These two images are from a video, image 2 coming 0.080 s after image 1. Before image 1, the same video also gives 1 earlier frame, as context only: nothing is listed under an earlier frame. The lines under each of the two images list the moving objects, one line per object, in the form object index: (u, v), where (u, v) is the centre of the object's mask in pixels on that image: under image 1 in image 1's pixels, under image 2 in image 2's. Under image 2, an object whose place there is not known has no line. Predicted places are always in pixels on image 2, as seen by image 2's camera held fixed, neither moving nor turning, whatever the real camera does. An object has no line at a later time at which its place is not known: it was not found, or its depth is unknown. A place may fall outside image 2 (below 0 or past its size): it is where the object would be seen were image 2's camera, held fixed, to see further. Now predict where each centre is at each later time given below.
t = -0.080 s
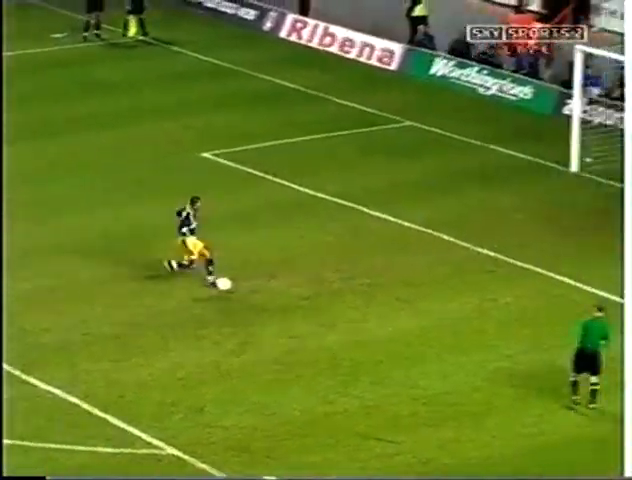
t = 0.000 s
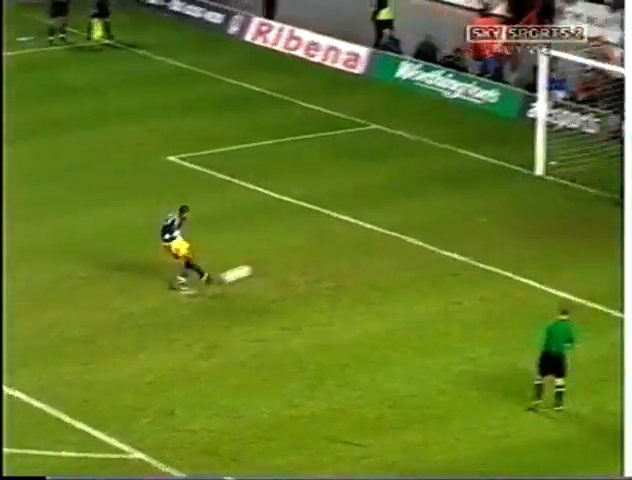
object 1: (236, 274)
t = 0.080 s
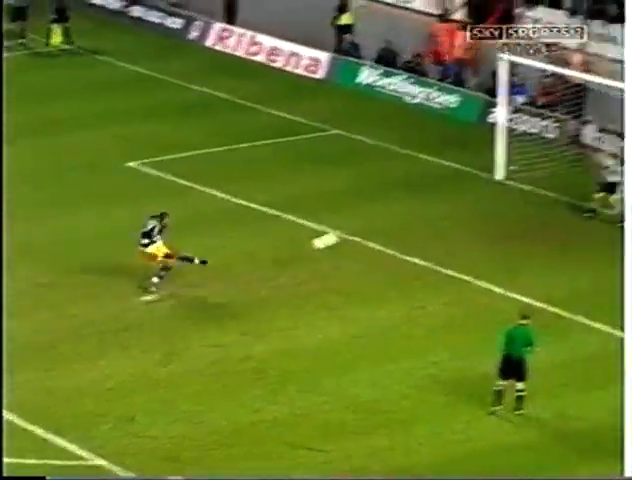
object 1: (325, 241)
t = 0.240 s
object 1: (558, 173)
